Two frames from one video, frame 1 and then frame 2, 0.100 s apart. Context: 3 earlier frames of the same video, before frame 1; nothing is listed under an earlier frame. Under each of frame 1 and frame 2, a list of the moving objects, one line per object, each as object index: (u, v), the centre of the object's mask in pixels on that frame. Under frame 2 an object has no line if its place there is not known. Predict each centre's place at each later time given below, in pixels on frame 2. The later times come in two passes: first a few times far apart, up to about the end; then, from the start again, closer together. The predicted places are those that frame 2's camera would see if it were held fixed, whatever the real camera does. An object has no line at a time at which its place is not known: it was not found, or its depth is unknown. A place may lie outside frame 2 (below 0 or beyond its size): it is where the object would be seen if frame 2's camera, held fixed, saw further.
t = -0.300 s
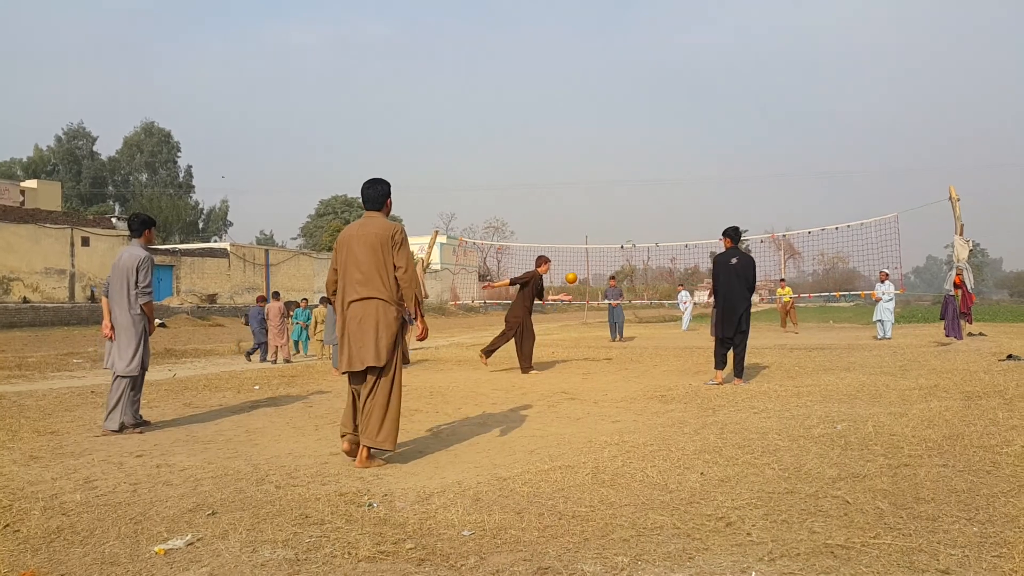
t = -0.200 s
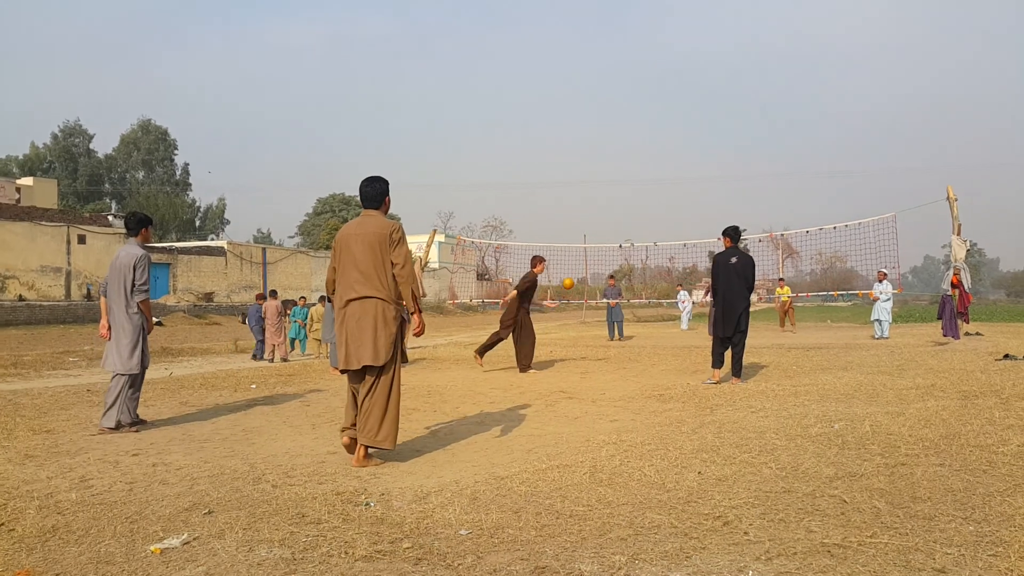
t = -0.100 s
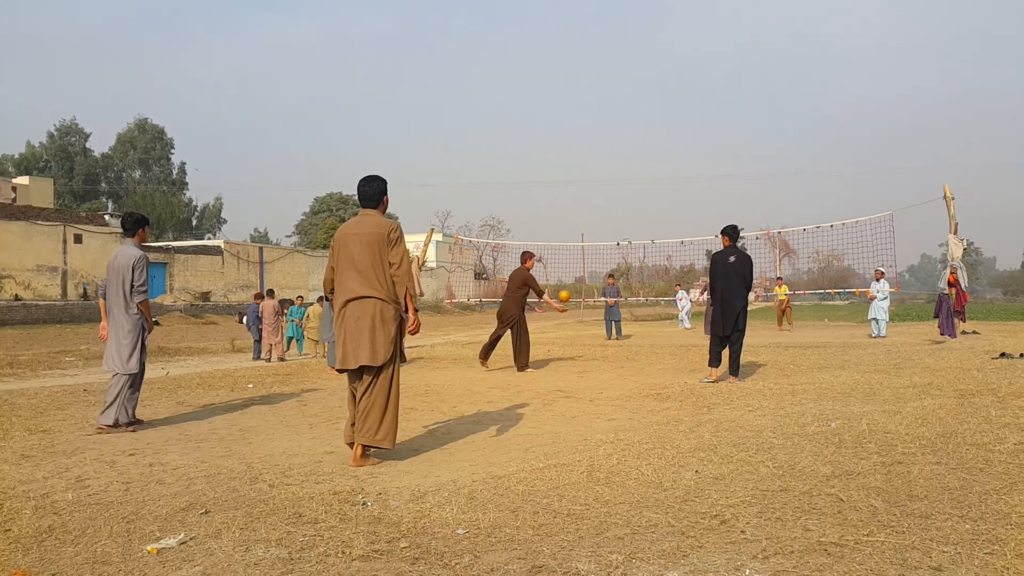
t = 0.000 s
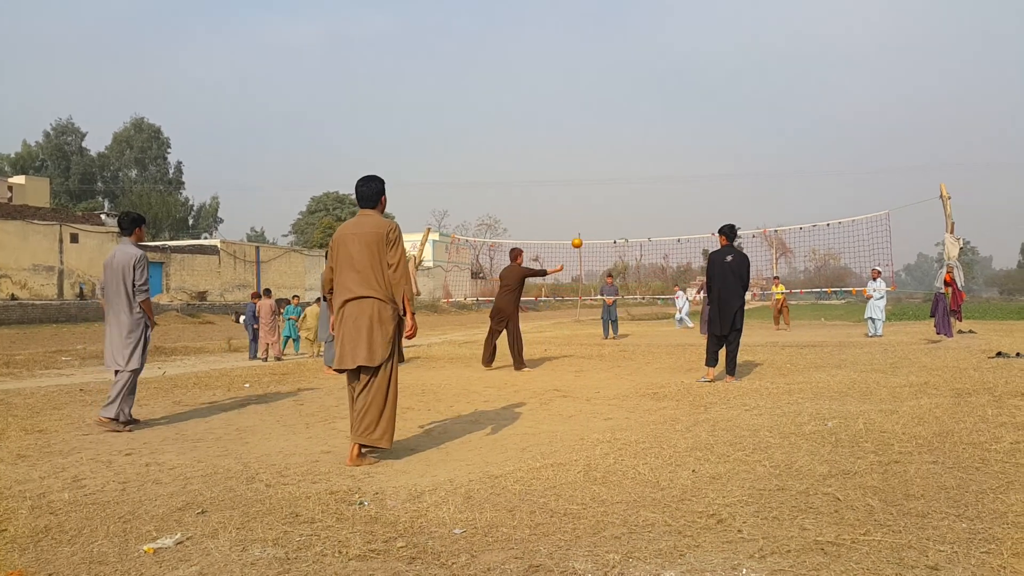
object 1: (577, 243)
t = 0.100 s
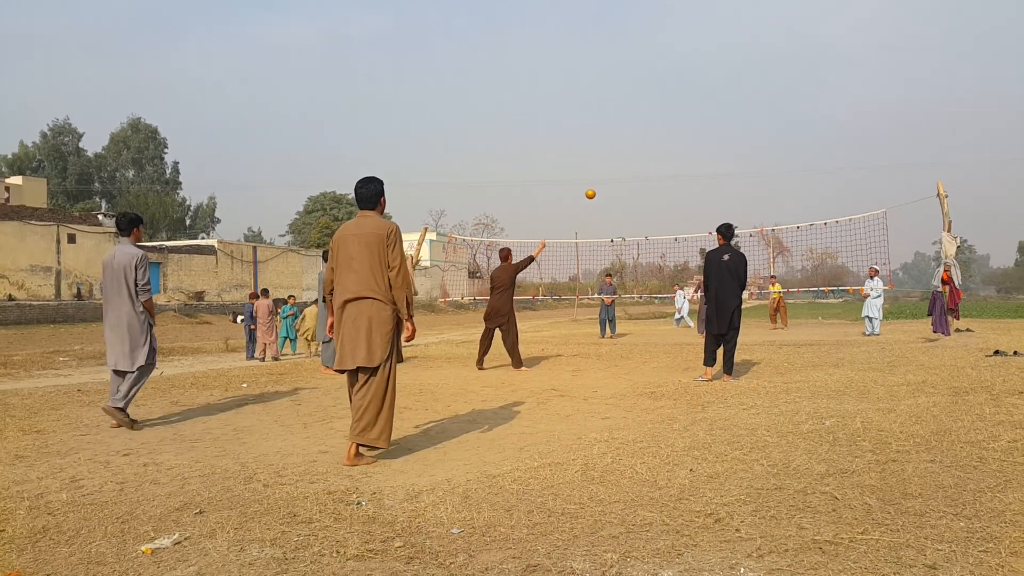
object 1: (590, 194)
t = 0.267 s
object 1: (609, 140)
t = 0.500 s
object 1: (629, 108)
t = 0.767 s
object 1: (642, 110)
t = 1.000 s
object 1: (649, 134)
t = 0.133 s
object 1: (595, 181)
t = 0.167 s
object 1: (599, 169)
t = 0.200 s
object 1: (603, 158)
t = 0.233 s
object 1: (606, 149)
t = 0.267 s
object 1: (609, 140)
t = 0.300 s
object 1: (612, 133)
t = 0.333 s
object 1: (616, 127)
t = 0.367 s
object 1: (619, 122)
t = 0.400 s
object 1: (621, 117)
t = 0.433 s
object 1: (624, 114)
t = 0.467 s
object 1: (626, 111)
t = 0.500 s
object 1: (629, 108)
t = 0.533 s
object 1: (631, 106)
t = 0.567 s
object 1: (633, 106)
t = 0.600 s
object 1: (635, 104)
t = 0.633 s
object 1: (635, 105)
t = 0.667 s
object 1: (637, 106)
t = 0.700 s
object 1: (639, 106)
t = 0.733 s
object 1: (641, 108)
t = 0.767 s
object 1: (642, 110)
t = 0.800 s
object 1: (644, 112)
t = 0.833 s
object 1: (645, 115)
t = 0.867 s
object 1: (646, 118)
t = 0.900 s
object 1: (647, 121)
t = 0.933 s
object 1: (648, 125)
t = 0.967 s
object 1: (648, 129)
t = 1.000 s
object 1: (649, 134)
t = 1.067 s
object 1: (650, 144)
